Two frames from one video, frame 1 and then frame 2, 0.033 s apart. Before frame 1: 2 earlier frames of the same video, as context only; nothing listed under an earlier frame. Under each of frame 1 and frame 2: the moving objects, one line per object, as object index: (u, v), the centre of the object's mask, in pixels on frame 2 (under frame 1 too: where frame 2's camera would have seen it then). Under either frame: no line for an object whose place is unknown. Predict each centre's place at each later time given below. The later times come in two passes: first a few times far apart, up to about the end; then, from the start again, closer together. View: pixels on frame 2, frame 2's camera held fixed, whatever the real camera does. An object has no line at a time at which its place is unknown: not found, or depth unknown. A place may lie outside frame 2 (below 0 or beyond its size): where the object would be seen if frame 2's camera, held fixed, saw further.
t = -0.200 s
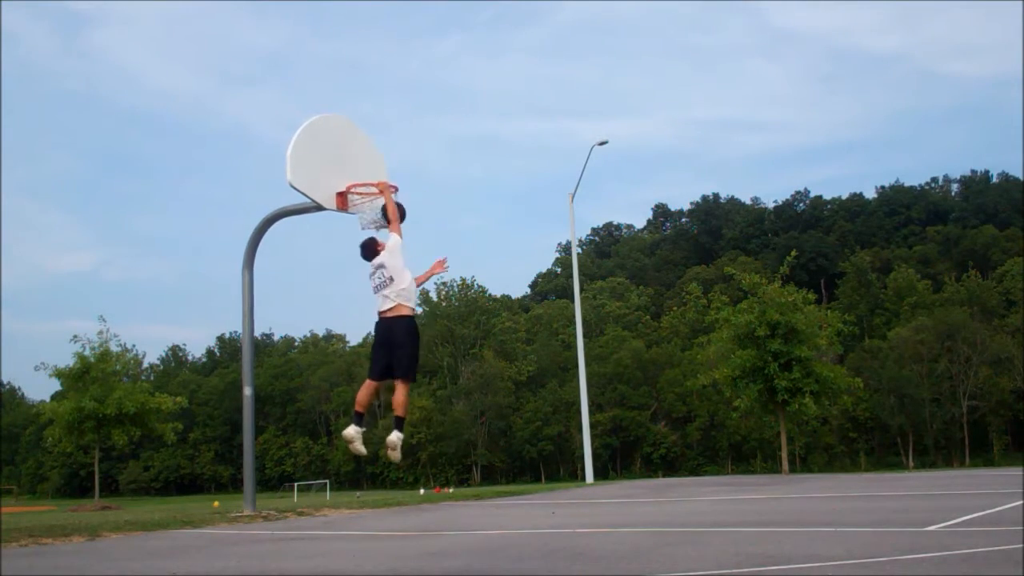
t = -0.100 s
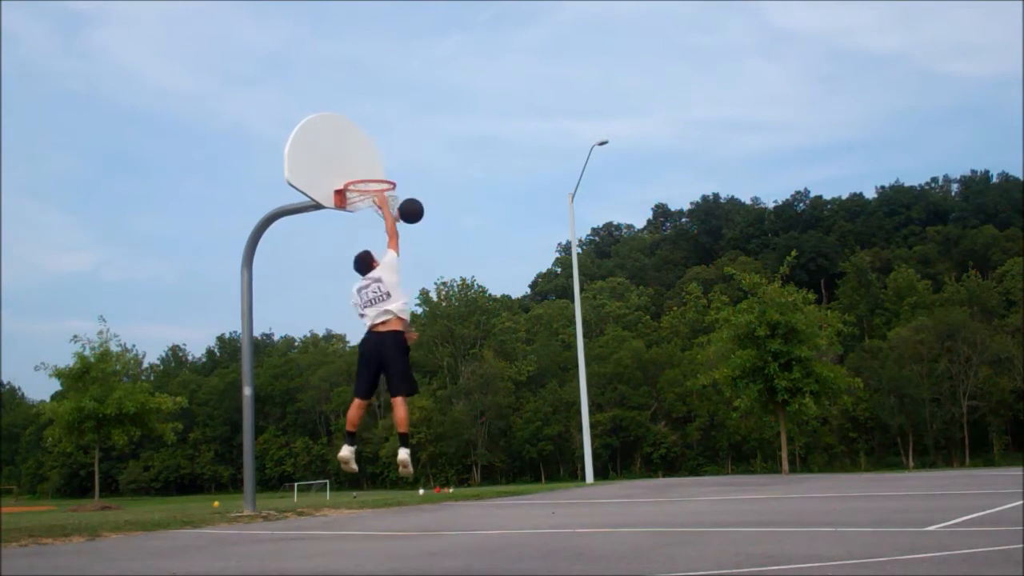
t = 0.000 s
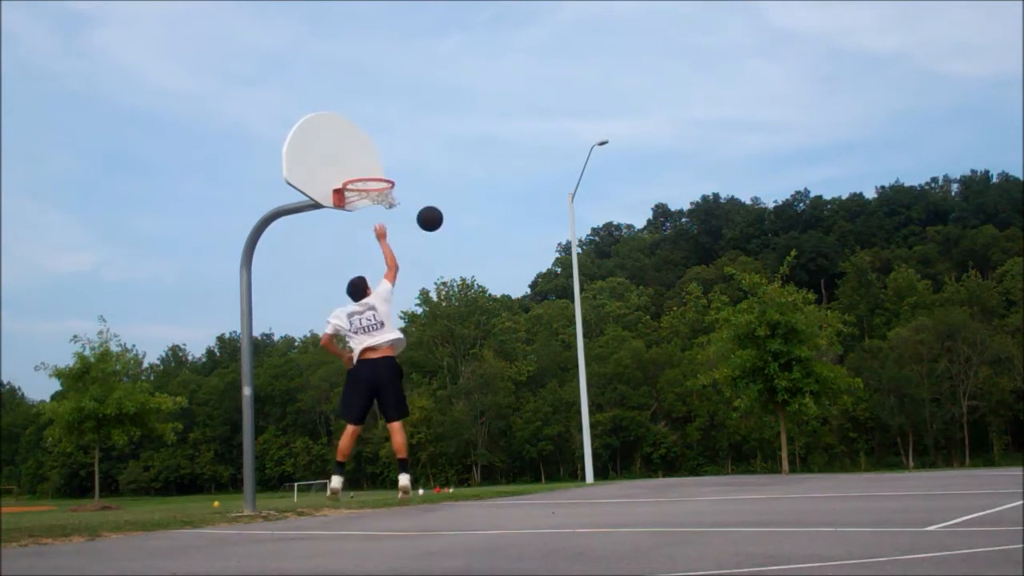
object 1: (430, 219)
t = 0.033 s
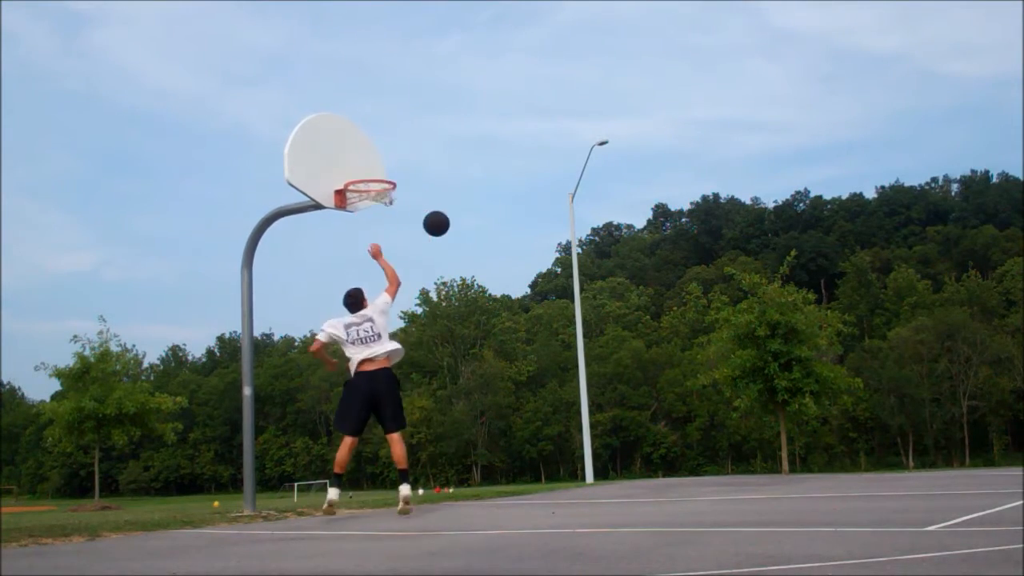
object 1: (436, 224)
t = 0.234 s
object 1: (476, 279)
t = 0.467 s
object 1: (526, 403)
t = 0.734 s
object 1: (568, 416)
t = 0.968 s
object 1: (590, 325)
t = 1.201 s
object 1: (613, 295)
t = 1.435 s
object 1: (640, 327)
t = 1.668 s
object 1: (670, 425)
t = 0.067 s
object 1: (443, 230)
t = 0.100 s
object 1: (449, 237)
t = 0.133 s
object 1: (456, 246)
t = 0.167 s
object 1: (462, 256)
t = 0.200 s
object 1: (469, 267)
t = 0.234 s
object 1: (476, 279)
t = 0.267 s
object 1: (483, 293)
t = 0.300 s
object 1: (490, 308)
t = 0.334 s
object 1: (498, 324)
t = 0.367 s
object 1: (504, 342)
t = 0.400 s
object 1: (512, 360)
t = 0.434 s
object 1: (518, 382)
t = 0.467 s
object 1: (526, 403)
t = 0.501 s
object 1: (534, 428)
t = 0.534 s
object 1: (541, 452)
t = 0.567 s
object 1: (549, 479)
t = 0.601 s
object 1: (555, 497)
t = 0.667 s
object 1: (562, 453)
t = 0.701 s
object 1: (564, 434)
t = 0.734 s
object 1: (568, 416)
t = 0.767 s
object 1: (571, 399)
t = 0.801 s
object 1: (575, 383)
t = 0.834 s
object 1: (577, 369)
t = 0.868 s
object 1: (582, 356)
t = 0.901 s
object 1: (584, 344)
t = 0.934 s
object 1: (588, 333)
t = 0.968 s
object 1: (590, 325)
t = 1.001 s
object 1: (593, 317)
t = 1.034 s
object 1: (598, 310)
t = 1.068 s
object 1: (601, 305)
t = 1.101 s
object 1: (604, 300)
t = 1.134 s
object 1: (607, 297)
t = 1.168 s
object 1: (610, 295)
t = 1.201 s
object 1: (613, 295)
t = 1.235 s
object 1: (617, 295)
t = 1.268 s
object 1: (621, 297)
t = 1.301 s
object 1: (625, 301)
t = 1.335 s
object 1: (628, 306)
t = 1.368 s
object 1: (632, 311)
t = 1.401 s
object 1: (636, 318)
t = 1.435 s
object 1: (640, 327)
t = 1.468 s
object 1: (644, 337)
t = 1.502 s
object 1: (648, 348)
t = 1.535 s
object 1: (652, 361)
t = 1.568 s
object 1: (656, 375)
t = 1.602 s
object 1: (661, 391)
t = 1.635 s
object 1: (665, 409)
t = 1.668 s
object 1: (670, 425)
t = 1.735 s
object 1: (678, 466)
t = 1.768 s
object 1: (683, 489)
